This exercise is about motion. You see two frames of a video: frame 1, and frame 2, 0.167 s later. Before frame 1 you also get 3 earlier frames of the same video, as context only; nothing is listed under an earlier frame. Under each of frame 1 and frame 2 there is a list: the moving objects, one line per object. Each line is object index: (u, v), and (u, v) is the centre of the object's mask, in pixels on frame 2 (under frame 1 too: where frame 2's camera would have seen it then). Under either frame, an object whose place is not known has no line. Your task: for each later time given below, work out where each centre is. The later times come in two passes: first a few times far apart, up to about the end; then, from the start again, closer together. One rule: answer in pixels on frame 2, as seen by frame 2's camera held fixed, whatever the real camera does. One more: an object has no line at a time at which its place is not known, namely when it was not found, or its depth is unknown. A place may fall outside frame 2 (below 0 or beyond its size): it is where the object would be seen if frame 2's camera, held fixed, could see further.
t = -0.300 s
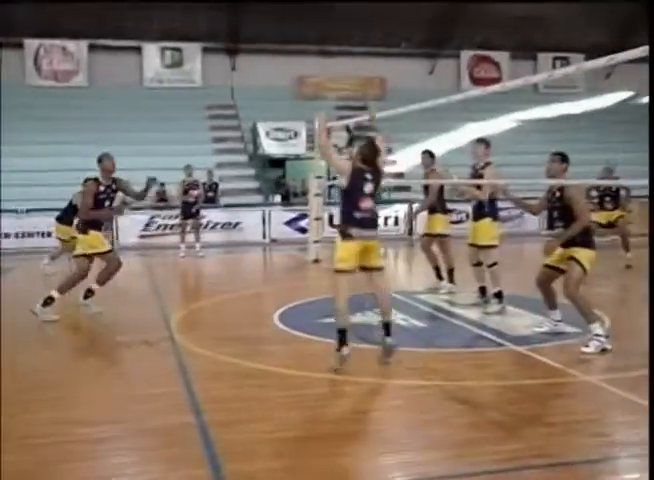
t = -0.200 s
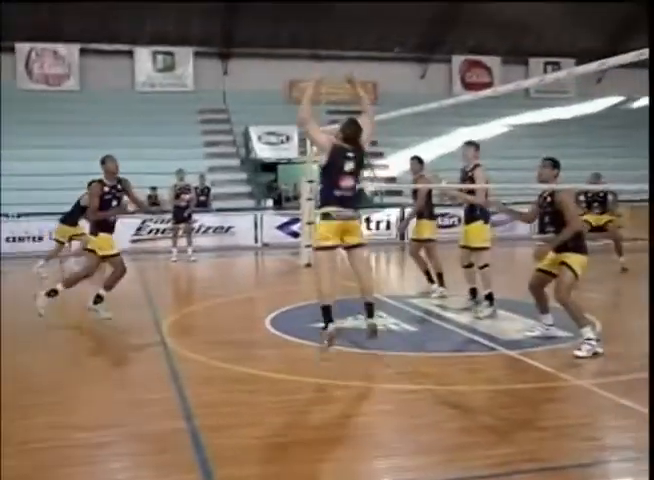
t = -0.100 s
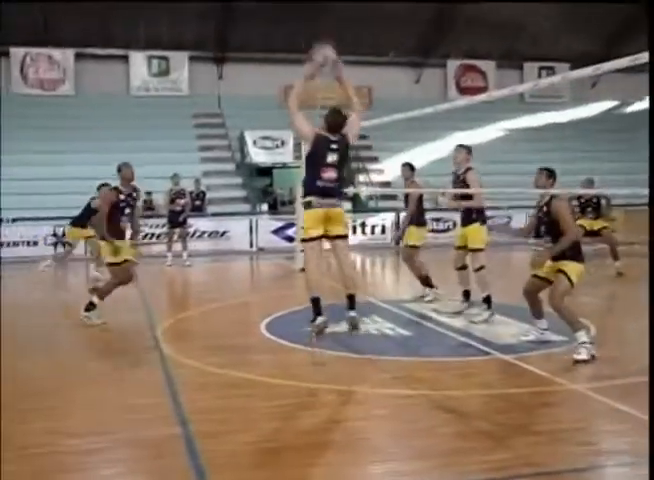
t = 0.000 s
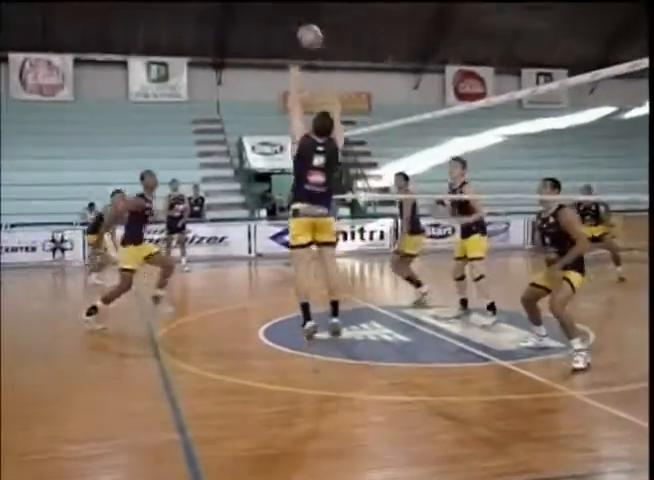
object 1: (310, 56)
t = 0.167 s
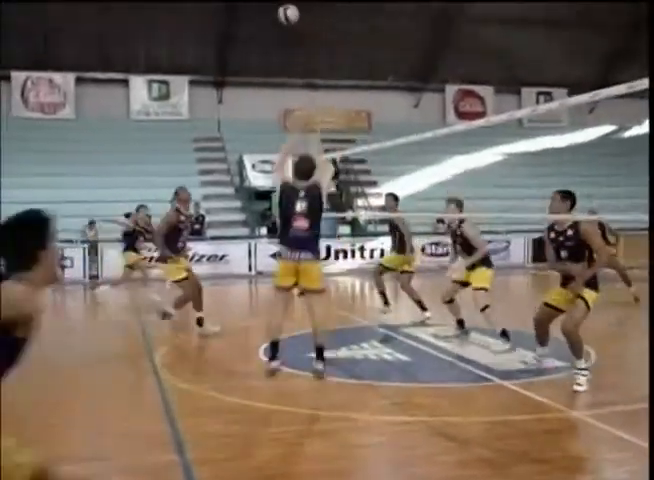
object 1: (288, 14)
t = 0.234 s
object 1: (282, 8)
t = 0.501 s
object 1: (266, 19)
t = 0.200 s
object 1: (285, 11)
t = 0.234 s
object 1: (282, 8)
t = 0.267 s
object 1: (279, 7)
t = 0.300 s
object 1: (277, 6)
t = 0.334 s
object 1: (275, 5)
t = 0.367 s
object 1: (273, 6)
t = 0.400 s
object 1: (271, 8)
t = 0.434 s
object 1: (269, 11)
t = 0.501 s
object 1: (266, 19)
